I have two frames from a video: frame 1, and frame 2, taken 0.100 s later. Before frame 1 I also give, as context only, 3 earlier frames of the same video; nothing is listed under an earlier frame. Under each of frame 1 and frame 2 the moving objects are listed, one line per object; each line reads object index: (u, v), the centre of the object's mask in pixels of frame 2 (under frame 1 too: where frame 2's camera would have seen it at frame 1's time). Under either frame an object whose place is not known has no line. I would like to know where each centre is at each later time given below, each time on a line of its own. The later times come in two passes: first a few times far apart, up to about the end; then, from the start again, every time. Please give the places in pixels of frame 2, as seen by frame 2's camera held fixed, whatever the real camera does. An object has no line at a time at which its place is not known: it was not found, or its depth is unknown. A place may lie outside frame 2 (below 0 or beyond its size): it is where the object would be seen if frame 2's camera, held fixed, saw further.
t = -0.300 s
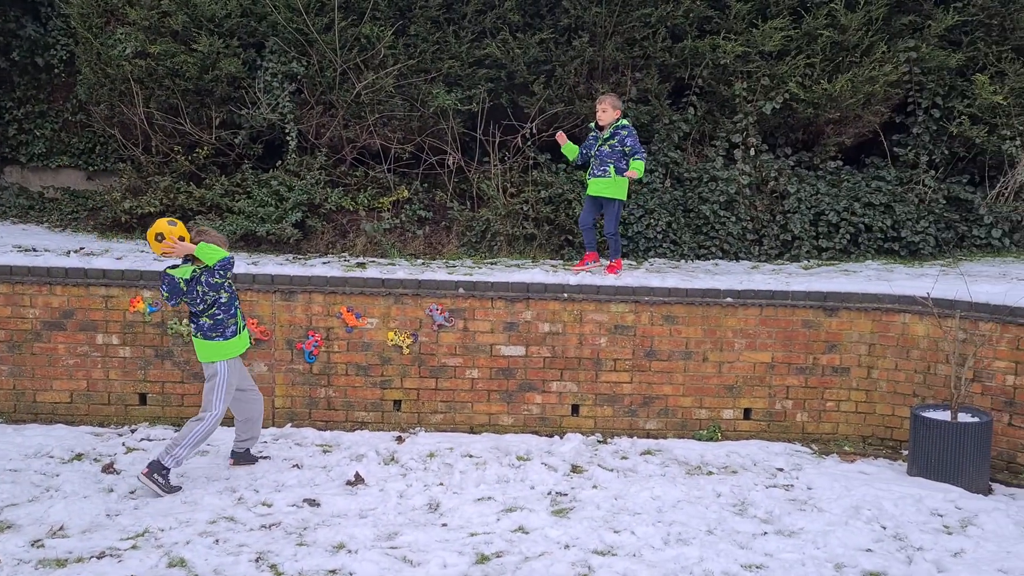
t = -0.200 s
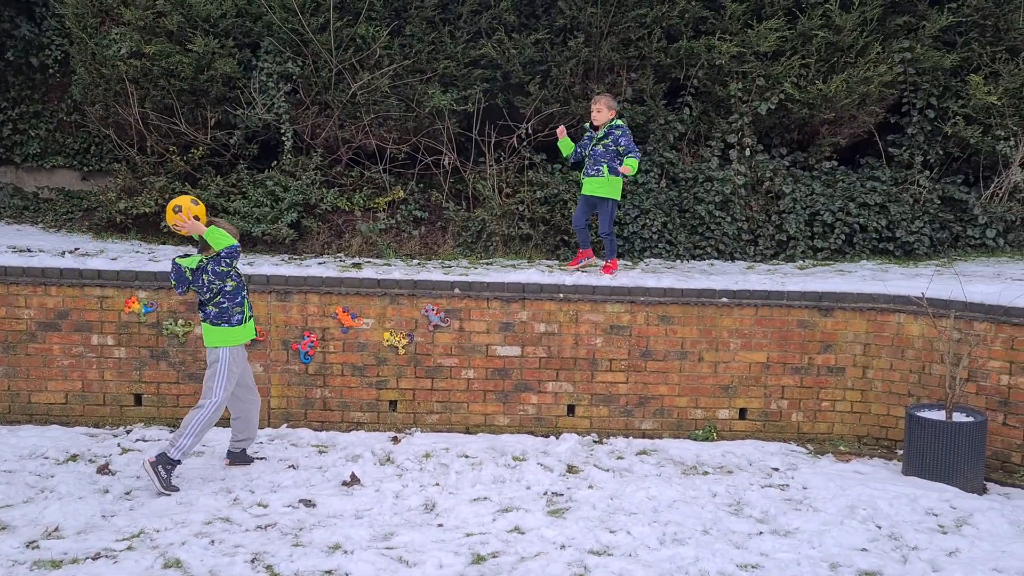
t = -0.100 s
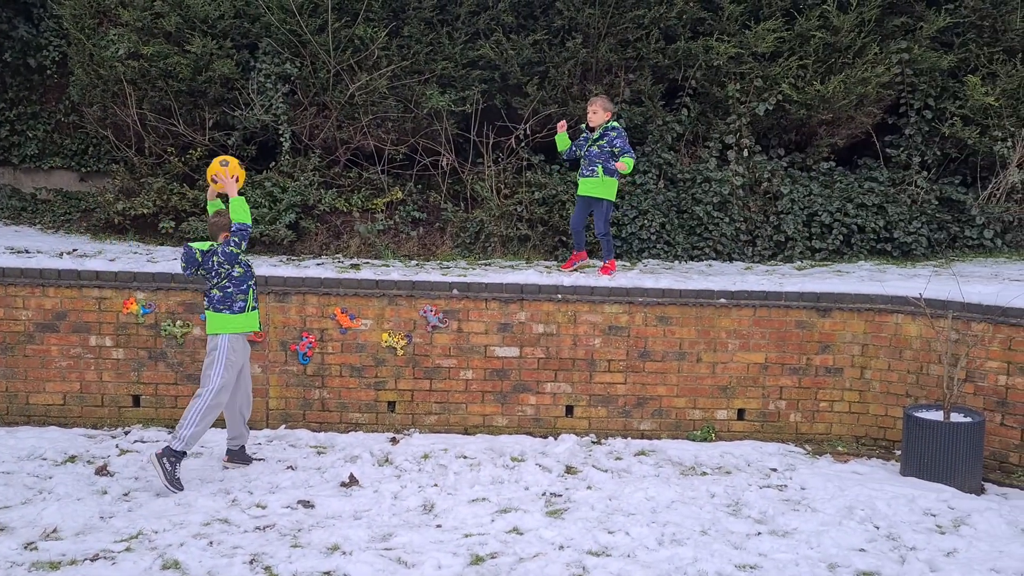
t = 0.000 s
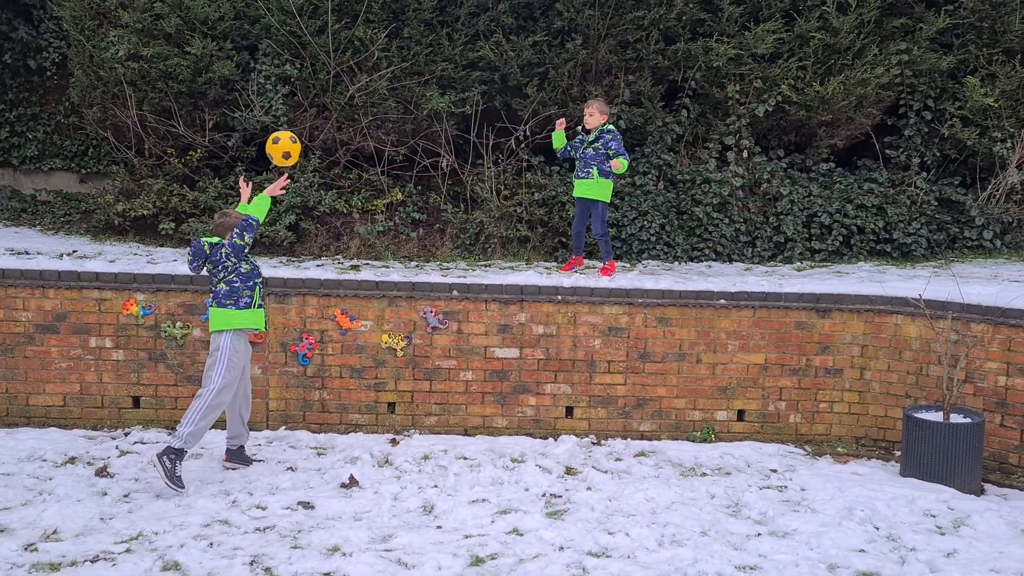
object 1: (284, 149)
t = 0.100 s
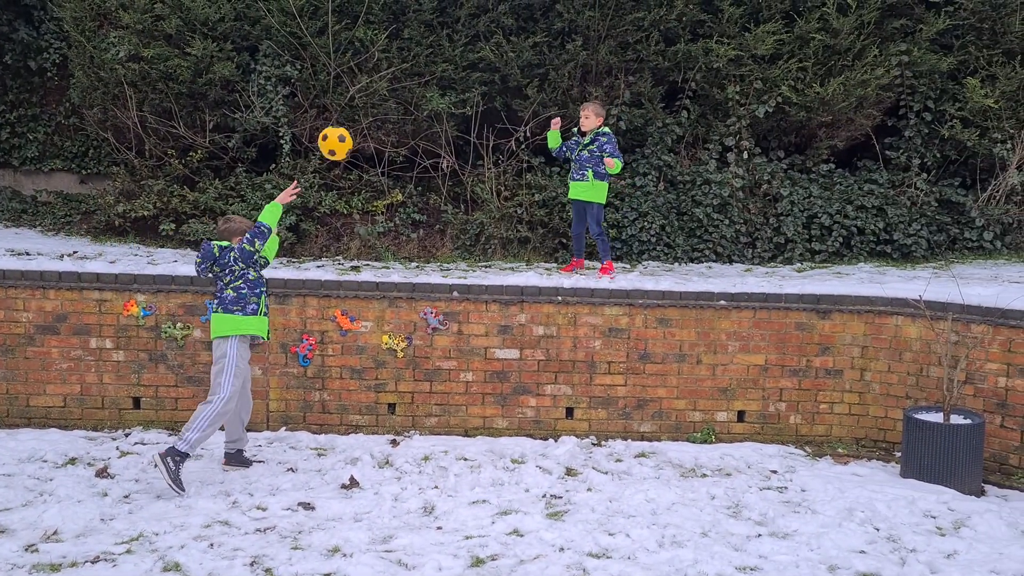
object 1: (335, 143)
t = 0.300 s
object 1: (421, 180)
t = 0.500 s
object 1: (486, 261)
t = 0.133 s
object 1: (351, 145)
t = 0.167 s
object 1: (366, 149)
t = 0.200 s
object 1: (380, 154)
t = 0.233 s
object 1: (394, 161)
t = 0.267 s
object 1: (408, 169)
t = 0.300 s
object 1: (421, 180)
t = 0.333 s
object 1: (433, 191)
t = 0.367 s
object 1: (444, 203)
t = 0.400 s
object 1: (455, 216)
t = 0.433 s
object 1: (466, 231)
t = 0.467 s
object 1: (476, 246)
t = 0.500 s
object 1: (486, 261)
